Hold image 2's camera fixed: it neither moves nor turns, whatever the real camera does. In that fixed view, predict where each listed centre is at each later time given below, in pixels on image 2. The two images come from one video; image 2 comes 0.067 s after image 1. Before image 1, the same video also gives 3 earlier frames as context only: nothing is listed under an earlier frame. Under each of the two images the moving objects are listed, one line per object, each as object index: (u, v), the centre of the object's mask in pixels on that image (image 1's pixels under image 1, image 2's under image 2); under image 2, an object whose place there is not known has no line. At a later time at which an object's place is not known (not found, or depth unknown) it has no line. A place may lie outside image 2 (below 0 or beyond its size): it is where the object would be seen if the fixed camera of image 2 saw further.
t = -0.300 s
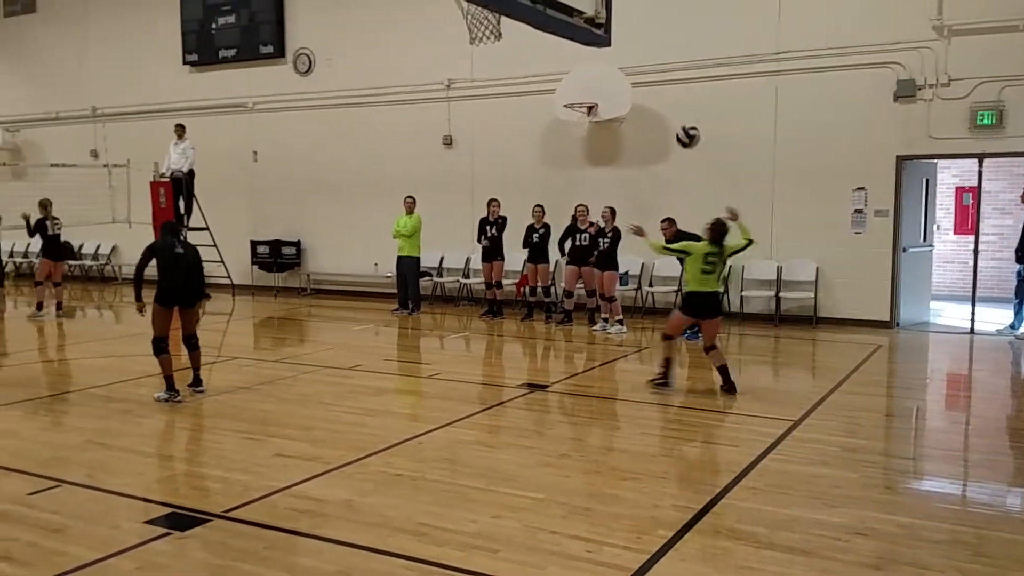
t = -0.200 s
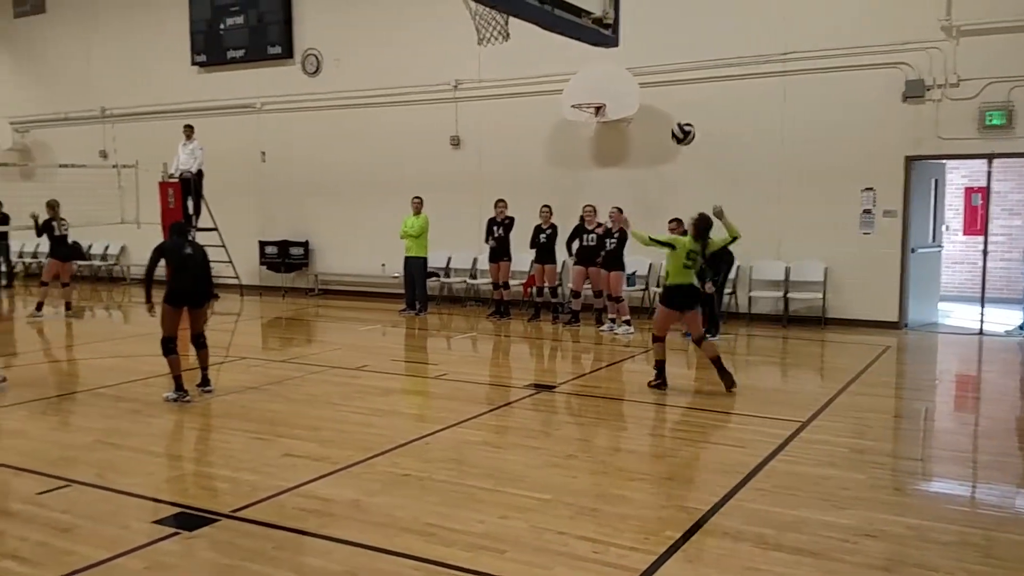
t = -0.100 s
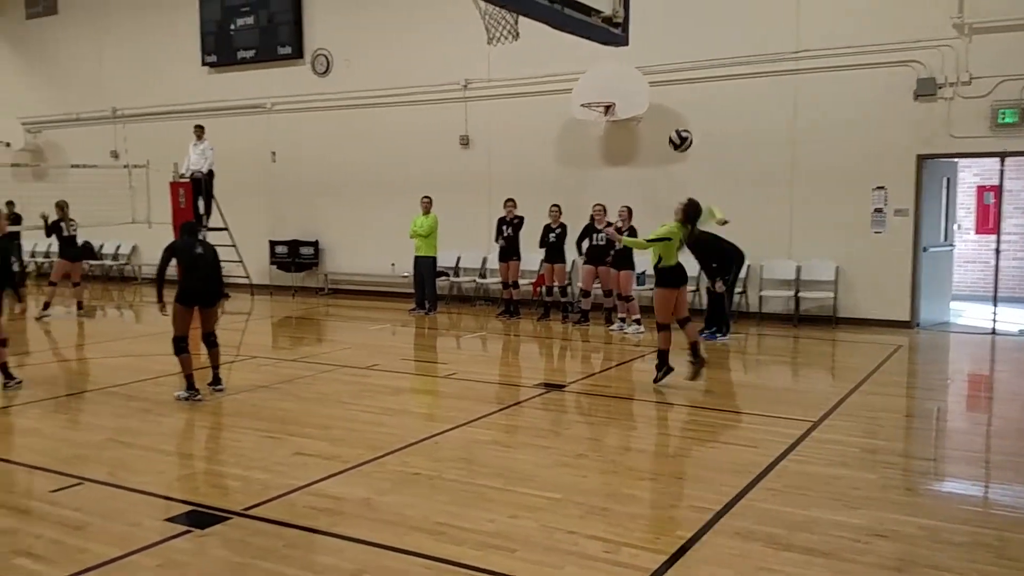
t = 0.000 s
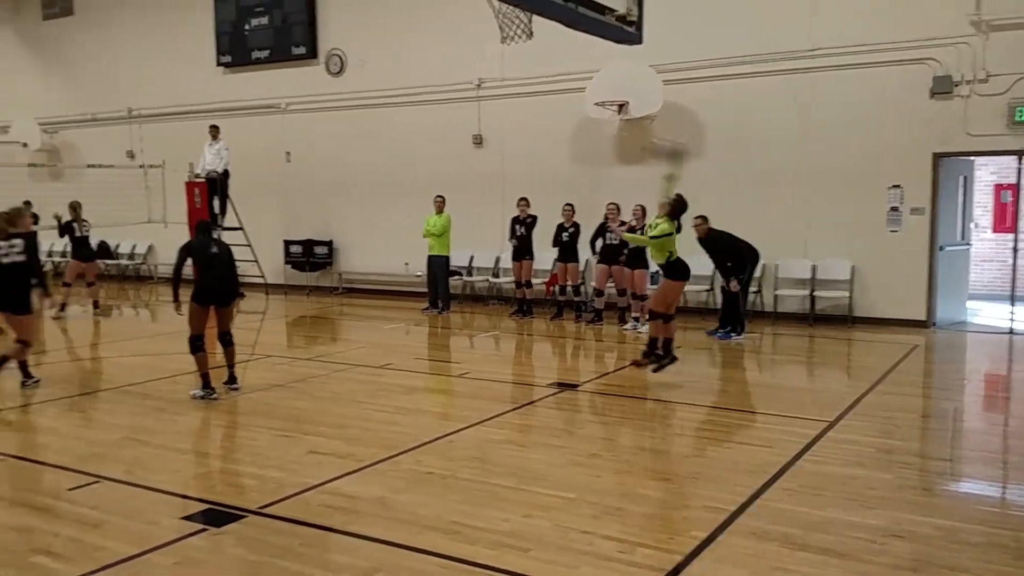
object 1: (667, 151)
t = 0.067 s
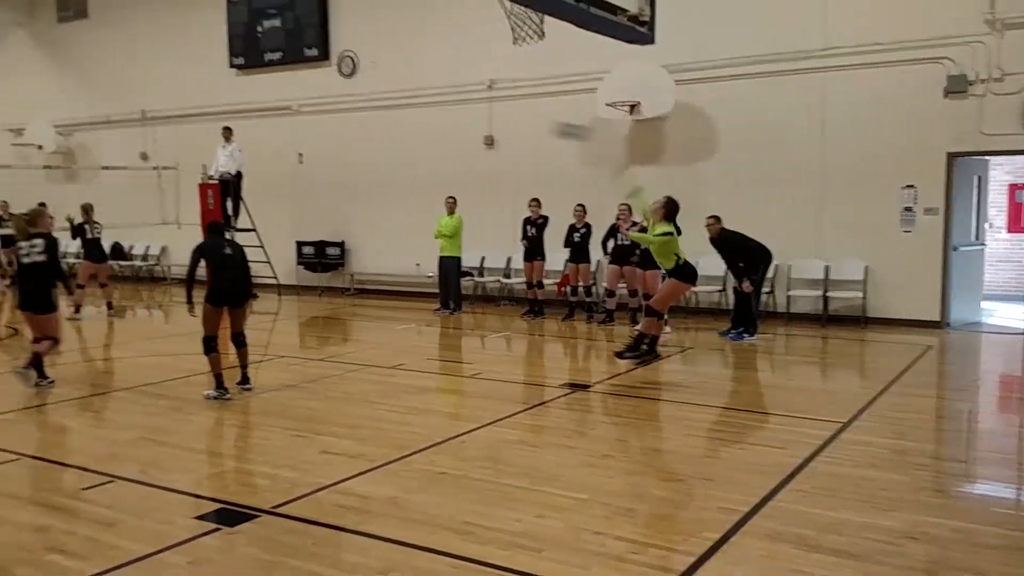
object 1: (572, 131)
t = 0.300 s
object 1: (286, 94)
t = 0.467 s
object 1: (137, 96)
